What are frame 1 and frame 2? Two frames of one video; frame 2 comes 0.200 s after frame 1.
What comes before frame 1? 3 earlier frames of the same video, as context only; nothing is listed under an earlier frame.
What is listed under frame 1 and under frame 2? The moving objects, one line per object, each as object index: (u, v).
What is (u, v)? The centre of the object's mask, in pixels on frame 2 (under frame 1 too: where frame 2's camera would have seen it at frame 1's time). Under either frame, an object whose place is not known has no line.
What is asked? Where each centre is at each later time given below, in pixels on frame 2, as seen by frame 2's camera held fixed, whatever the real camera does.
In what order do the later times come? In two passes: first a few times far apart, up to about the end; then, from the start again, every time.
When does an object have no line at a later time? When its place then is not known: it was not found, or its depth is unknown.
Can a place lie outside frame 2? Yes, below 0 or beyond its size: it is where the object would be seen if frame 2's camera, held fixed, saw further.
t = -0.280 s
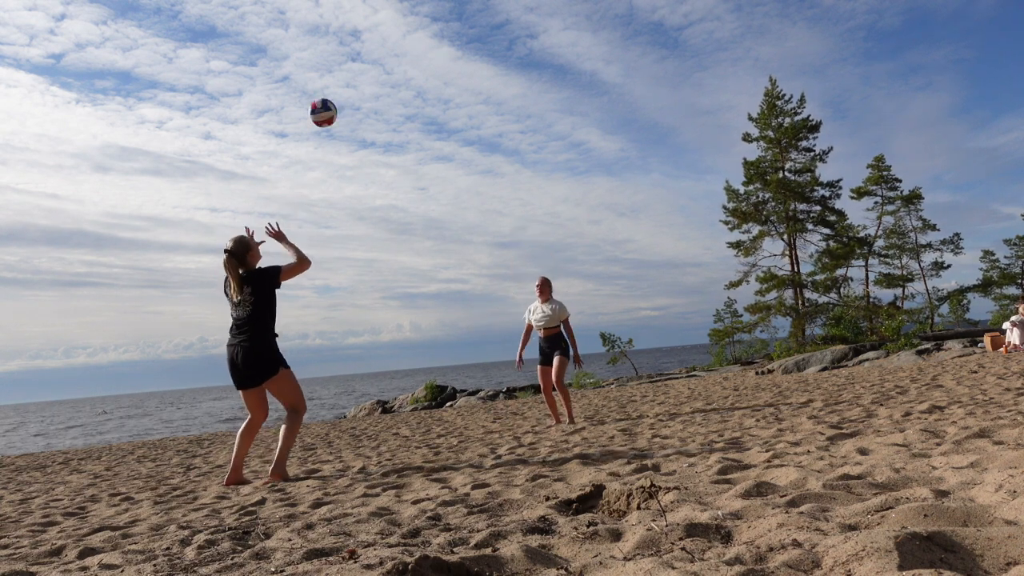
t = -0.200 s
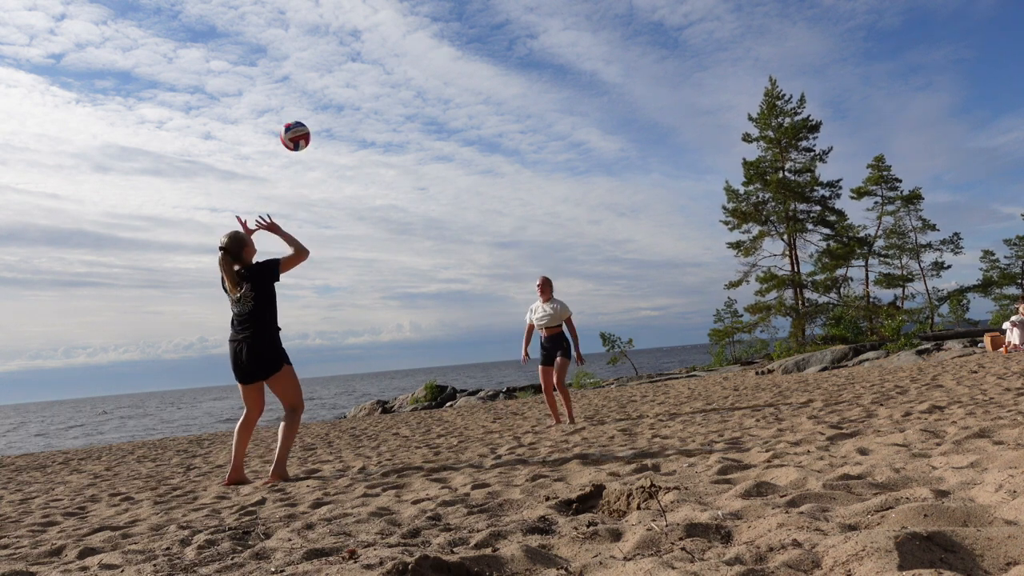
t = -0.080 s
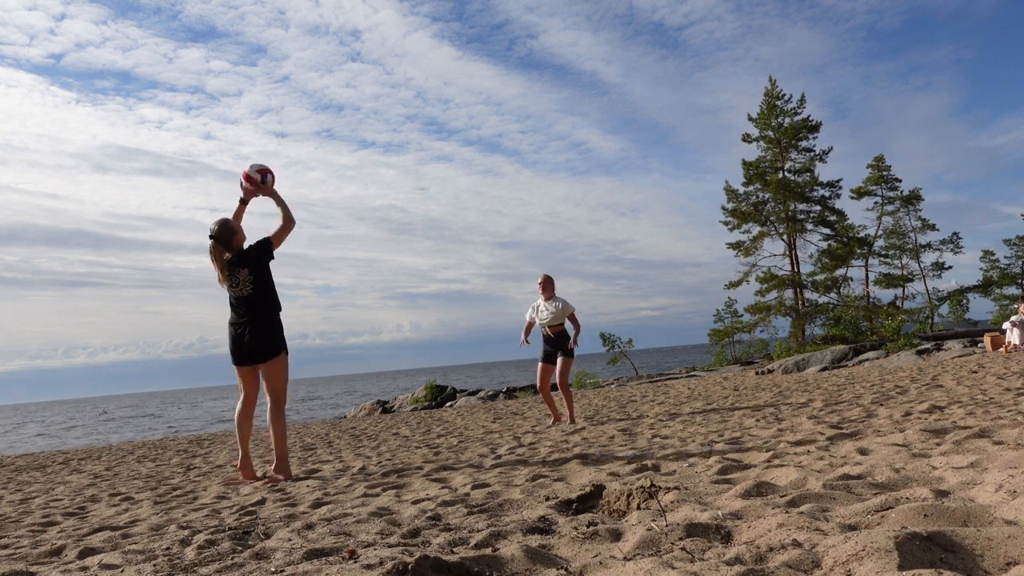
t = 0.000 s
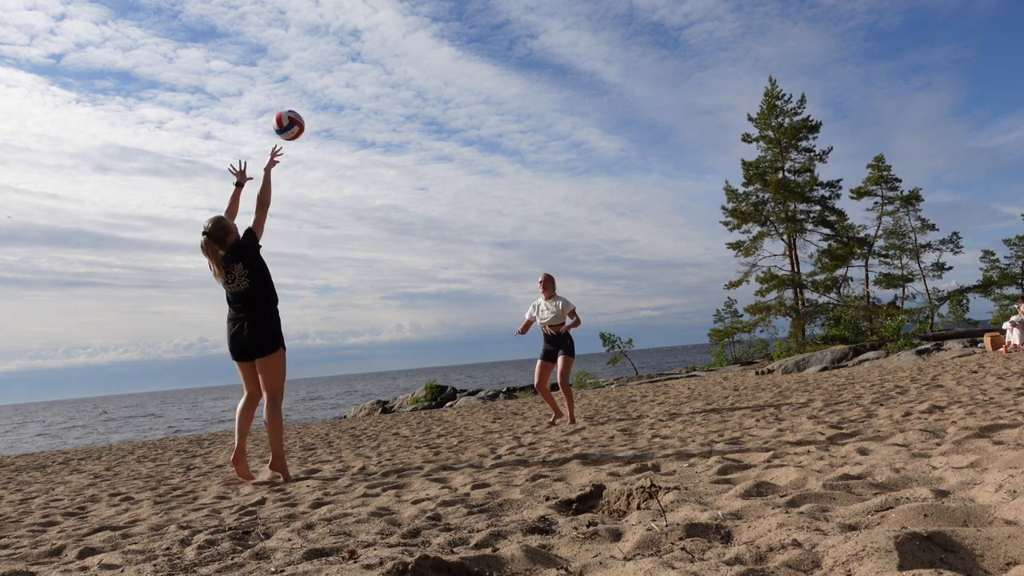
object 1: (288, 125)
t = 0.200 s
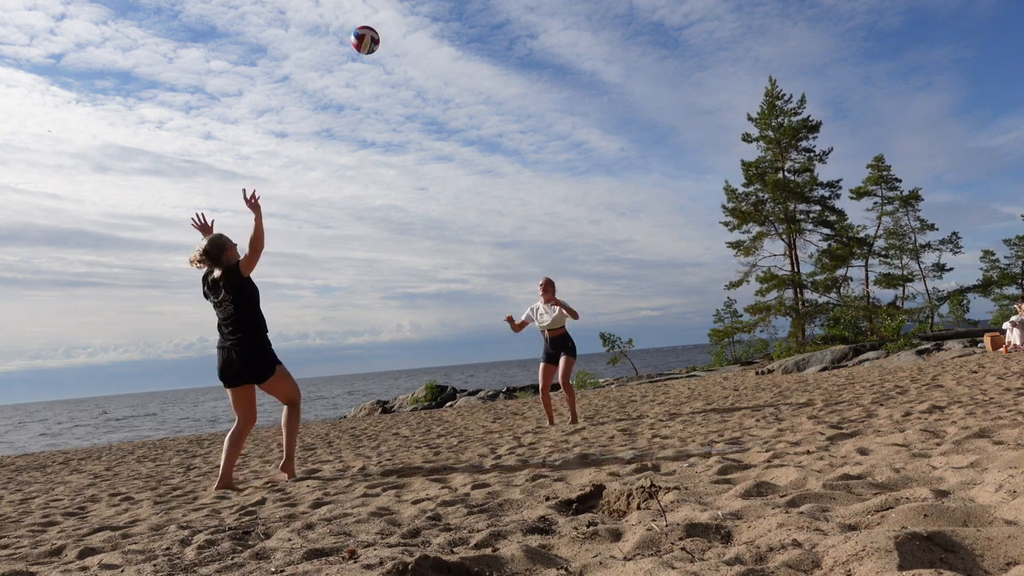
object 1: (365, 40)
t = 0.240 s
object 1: (379, 31)
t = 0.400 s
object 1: (434, 13)
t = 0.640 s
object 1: (510, 43)
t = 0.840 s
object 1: (570, 110)
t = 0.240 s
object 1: (379, 31)
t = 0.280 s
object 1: (393, 23)
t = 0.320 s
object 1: (408, 18)
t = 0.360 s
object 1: (420, 15)
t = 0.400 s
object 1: (434, 13)
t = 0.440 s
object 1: (446, 14)
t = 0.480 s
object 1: (459, 16)
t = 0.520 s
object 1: (472, 20)
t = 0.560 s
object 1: (485, 26)
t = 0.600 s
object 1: (498, 34)
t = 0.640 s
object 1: (510, 43)
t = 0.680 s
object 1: (522, 53)
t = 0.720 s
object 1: (535, 65)
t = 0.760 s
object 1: (546, 79)
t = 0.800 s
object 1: (559, 94)
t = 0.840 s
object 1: (570, 110)
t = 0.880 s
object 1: (582, 128)
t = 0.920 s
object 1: (594, 148)
